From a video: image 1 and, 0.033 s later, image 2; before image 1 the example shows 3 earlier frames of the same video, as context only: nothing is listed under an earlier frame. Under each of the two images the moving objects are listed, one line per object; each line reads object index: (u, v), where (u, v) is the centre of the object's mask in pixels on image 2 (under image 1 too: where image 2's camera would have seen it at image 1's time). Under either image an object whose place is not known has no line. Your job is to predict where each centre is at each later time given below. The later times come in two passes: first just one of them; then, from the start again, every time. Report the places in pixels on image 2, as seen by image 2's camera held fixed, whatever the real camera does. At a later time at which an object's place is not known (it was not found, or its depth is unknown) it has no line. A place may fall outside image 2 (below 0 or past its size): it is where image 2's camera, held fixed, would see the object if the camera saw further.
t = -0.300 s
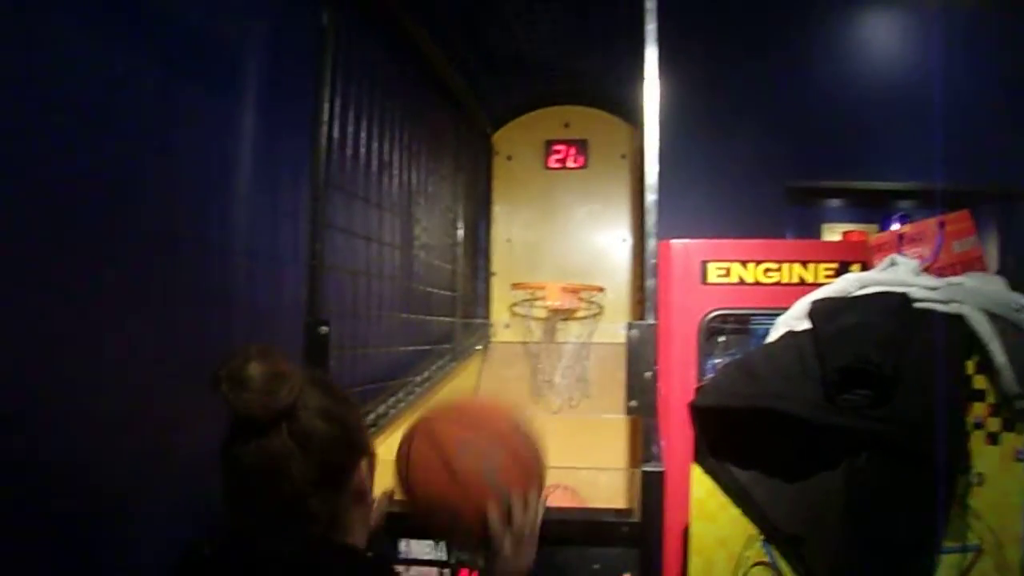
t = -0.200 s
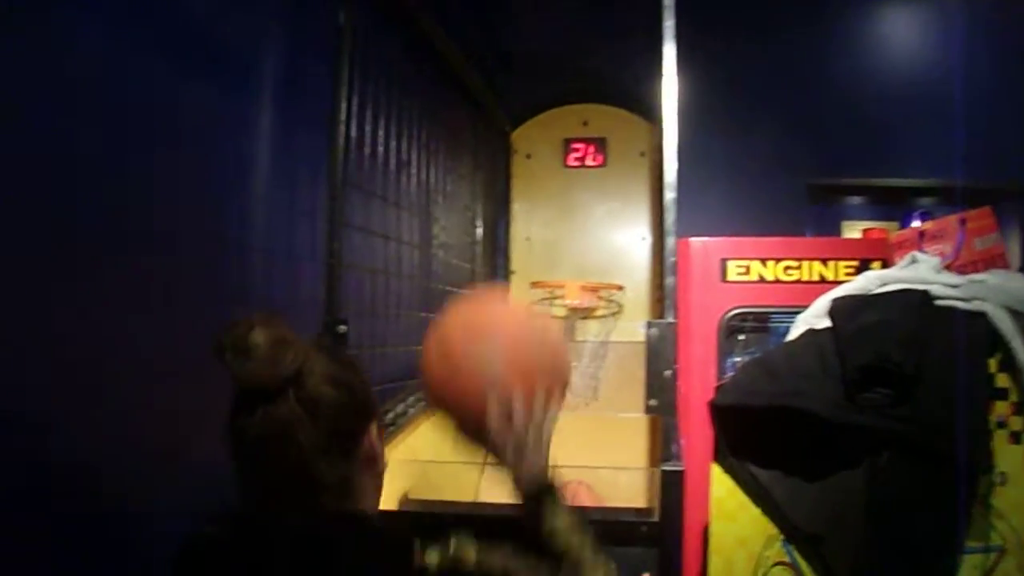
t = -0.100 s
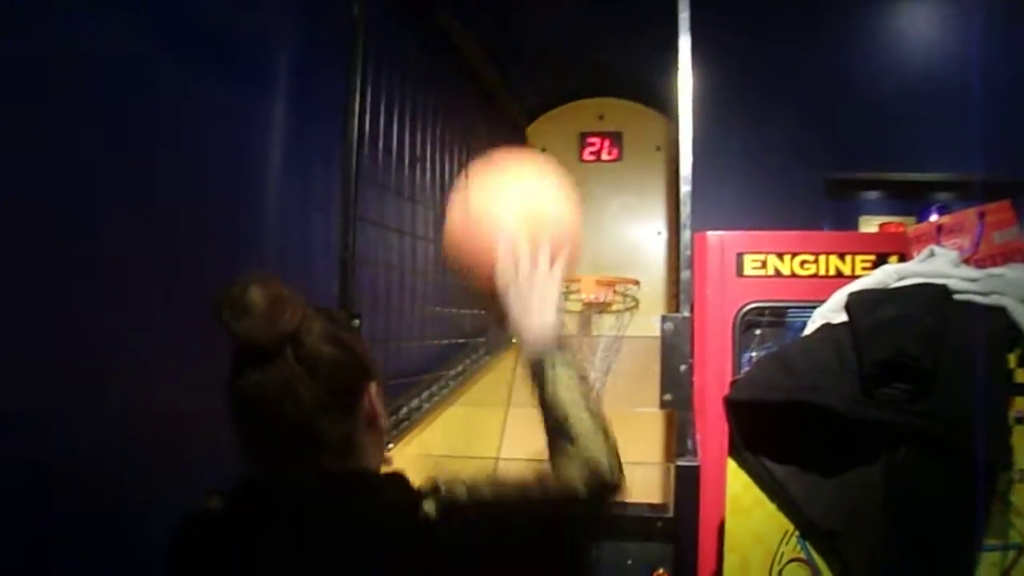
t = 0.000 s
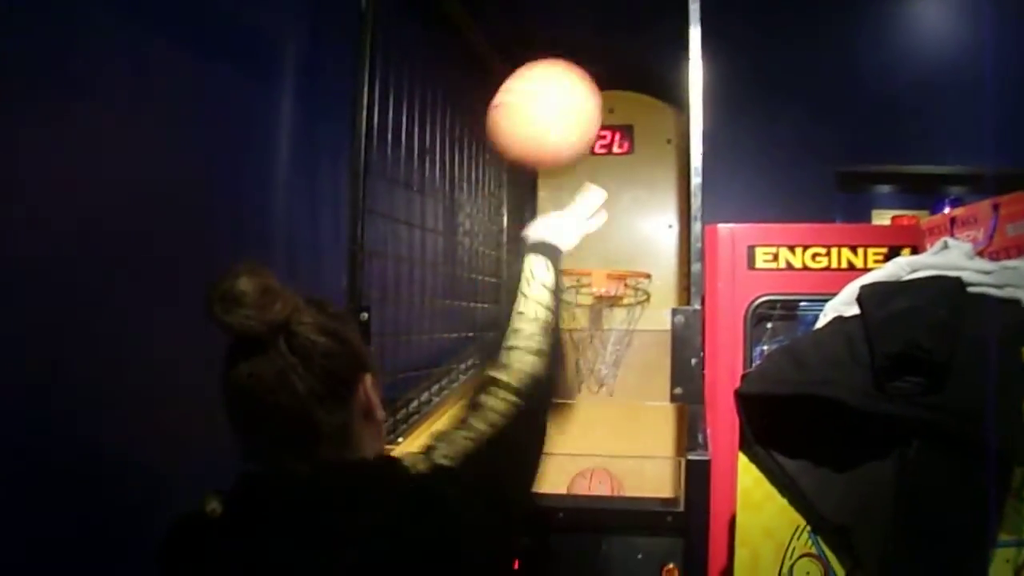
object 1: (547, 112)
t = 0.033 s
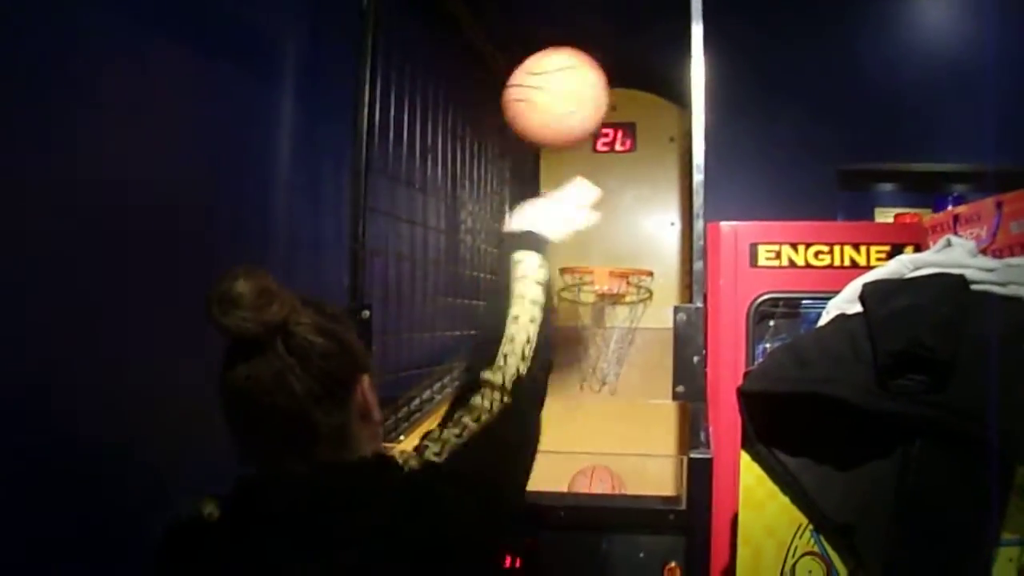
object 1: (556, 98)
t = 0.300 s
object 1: (598, 133)
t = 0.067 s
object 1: (564, 89)
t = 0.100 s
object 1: (571, 85)
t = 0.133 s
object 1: (577, 85)
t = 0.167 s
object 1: (582, 89)
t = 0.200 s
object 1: (587, 96)
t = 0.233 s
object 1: (591, 105)
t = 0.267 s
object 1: (595, 117)
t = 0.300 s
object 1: (598, 133)
